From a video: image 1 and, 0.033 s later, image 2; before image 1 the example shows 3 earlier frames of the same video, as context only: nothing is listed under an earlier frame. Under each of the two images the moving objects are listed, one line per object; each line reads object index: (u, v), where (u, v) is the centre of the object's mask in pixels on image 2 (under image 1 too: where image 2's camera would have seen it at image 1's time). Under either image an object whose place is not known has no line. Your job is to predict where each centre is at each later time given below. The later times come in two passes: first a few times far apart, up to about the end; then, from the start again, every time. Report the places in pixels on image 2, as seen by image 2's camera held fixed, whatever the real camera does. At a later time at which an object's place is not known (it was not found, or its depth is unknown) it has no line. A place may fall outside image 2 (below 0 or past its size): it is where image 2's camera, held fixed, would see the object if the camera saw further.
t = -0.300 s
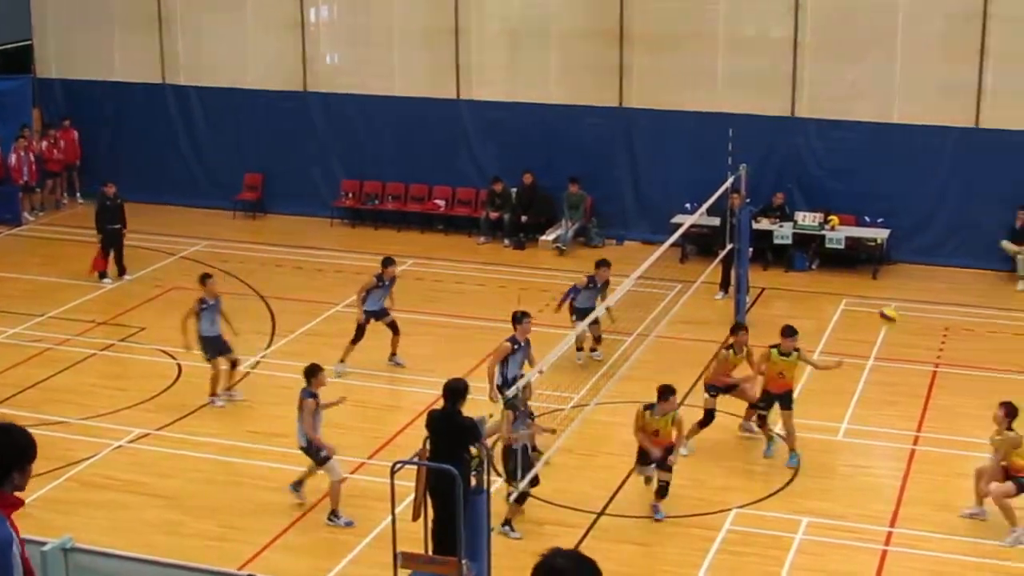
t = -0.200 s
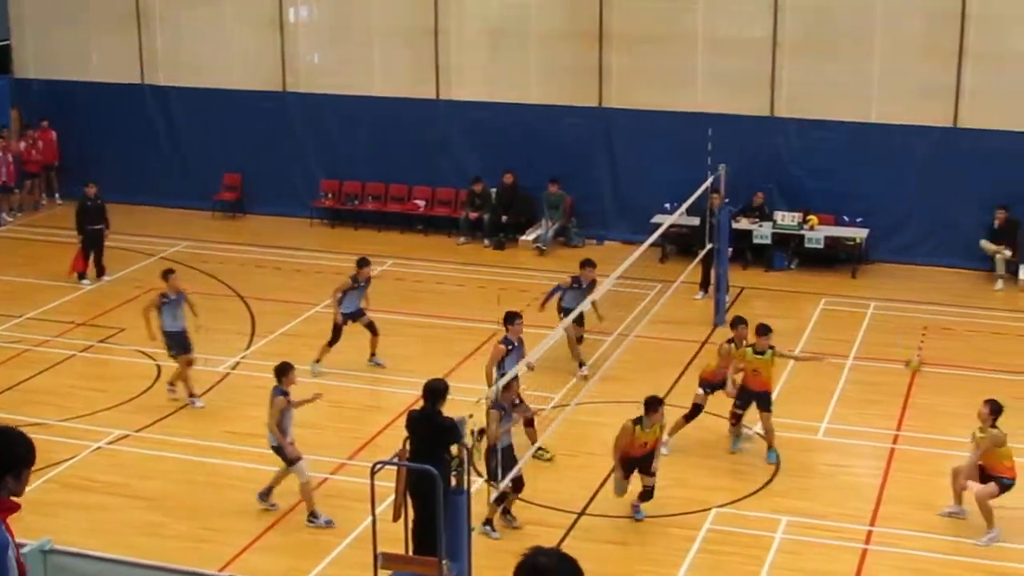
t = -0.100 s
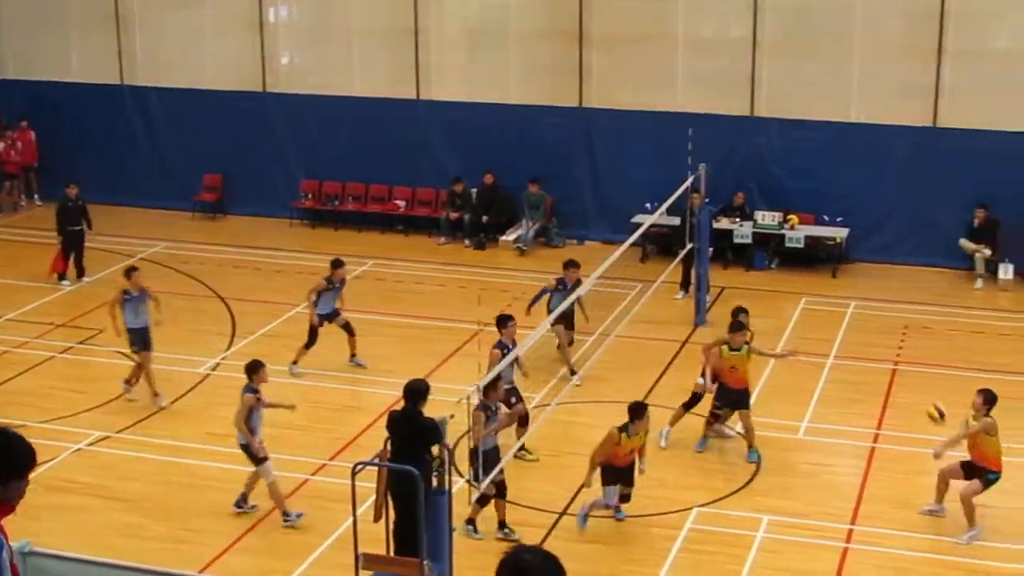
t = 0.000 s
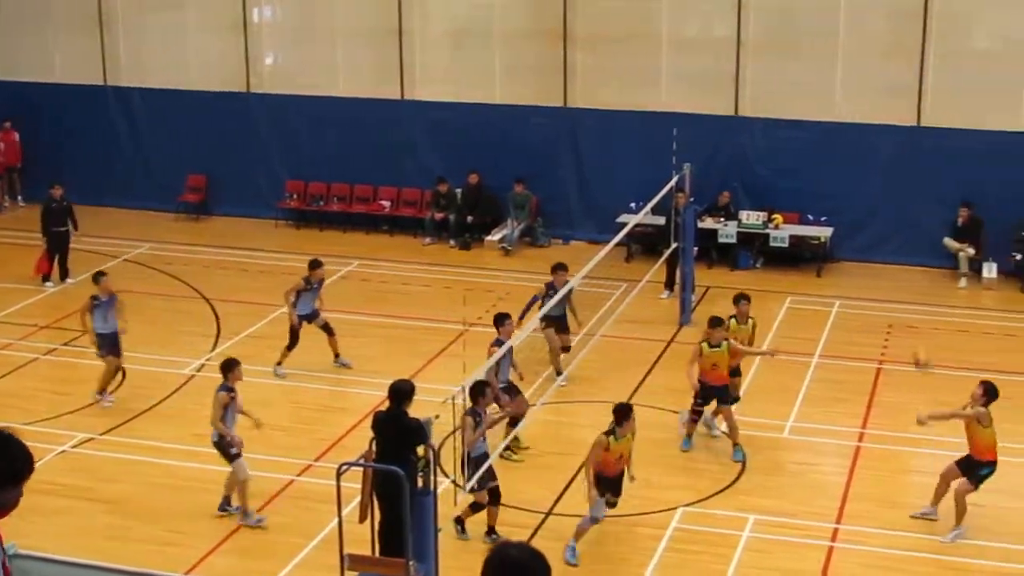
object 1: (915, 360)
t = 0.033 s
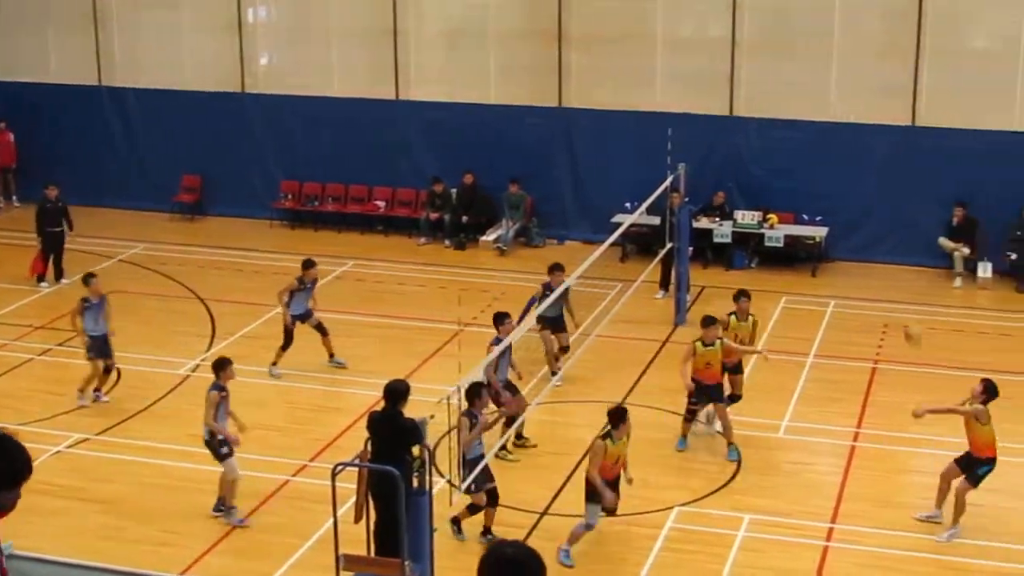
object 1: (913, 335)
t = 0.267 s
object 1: (883, 180)
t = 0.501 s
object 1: (850, 81)
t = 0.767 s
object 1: (811, 32)
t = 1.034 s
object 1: (770, 50)
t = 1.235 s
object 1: (738, 105)
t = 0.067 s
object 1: (907, 310)
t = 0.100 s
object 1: (906, 283)
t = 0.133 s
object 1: (900, 259)
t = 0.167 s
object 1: (896, 240)
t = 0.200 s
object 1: (892, 219)
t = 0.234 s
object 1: (887, 199)
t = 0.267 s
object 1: (883, 180)
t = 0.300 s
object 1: (878, 162)
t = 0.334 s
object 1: (874, 145)
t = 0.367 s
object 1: (870, 130)
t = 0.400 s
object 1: (863, 114)
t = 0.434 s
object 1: (859, 102)
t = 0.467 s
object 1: (855, 91)
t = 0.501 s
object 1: (850, 81)
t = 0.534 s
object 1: (845, 72)
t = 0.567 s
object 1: (840, 61)
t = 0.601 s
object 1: (835, 54)
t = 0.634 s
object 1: (831, 48)
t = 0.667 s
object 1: (826, 42)
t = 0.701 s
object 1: (820, 37)
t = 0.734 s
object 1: (815, 35)
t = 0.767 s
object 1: (811, 32)
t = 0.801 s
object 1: (806, 31)
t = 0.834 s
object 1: (801, 31)
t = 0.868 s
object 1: (795, 32)
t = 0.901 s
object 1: (790, 33)
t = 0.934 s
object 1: (786, 36)
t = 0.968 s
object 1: (780, 41)
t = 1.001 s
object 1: (775, 44)
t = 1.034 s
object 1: (770, 50)
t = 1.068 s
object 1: (765, 58)
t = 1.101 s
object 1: (761, 66)
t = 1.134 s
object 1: (755, 74)
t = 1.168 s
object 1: (750, 83)
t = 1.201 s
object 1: (746, 94)
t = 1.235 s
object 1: (738, 105)
